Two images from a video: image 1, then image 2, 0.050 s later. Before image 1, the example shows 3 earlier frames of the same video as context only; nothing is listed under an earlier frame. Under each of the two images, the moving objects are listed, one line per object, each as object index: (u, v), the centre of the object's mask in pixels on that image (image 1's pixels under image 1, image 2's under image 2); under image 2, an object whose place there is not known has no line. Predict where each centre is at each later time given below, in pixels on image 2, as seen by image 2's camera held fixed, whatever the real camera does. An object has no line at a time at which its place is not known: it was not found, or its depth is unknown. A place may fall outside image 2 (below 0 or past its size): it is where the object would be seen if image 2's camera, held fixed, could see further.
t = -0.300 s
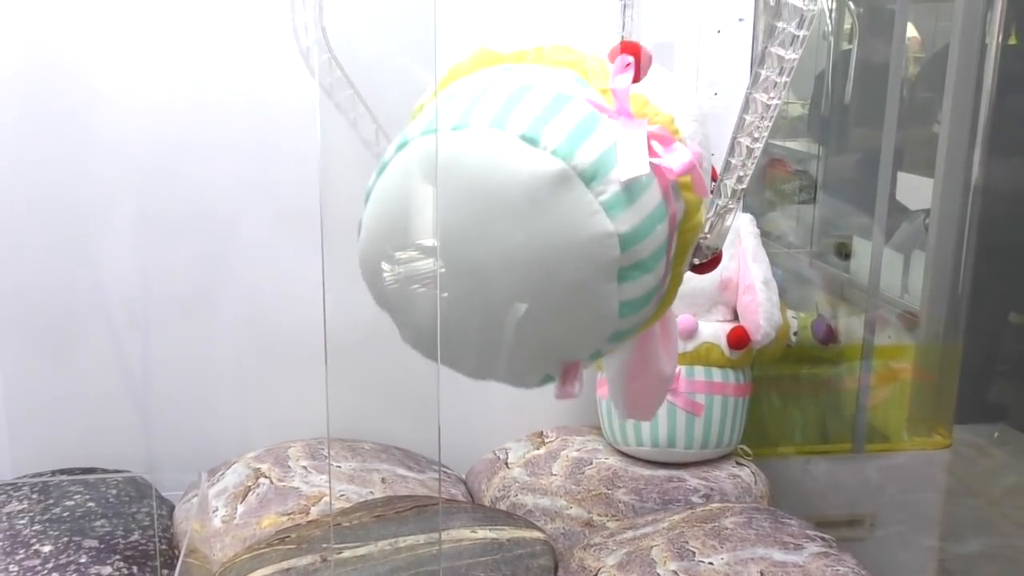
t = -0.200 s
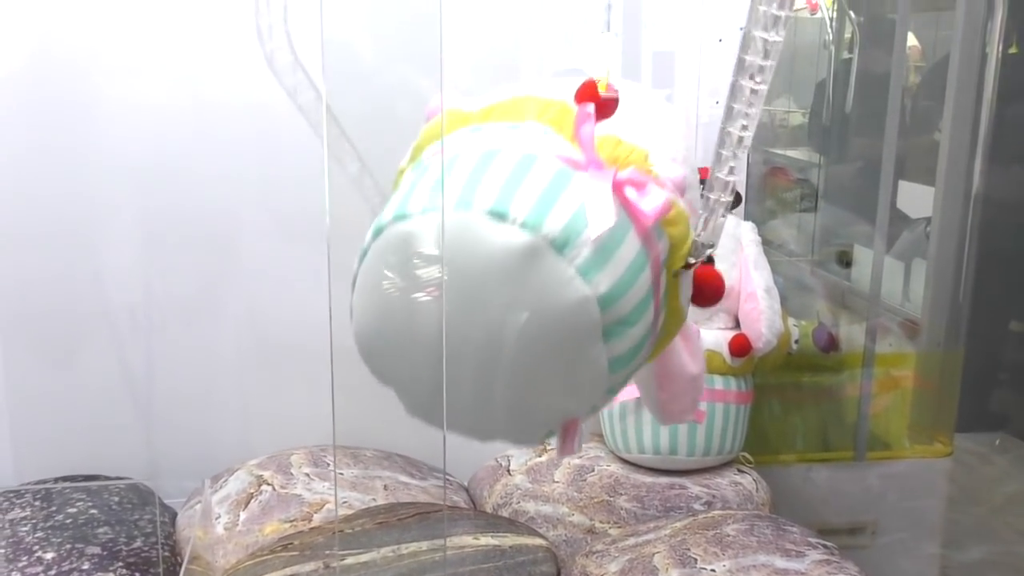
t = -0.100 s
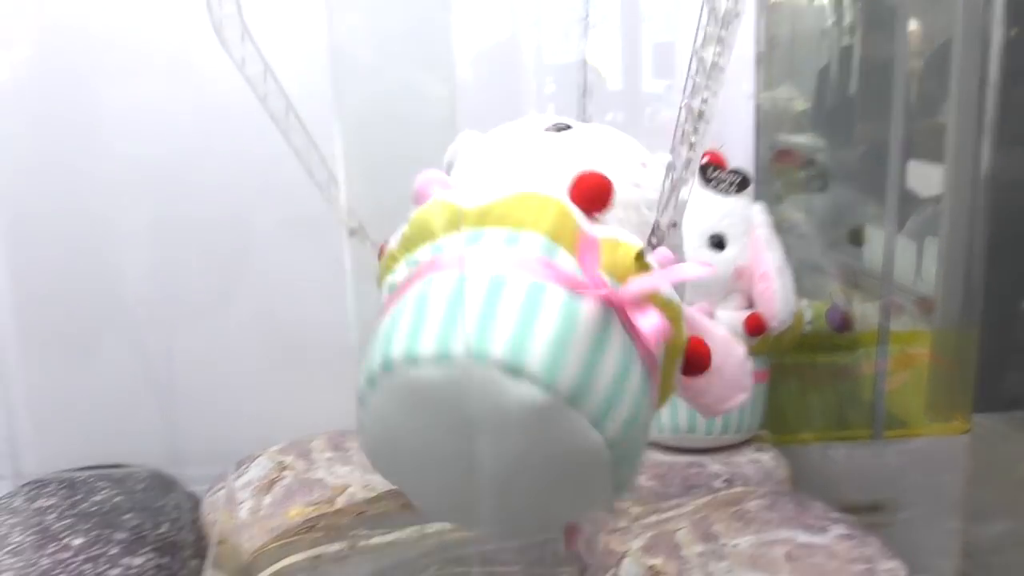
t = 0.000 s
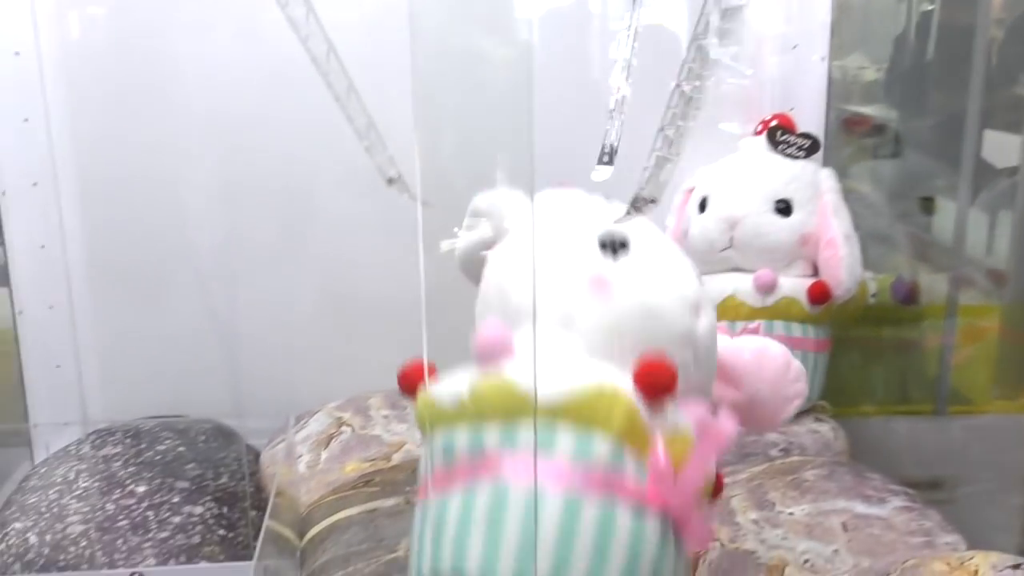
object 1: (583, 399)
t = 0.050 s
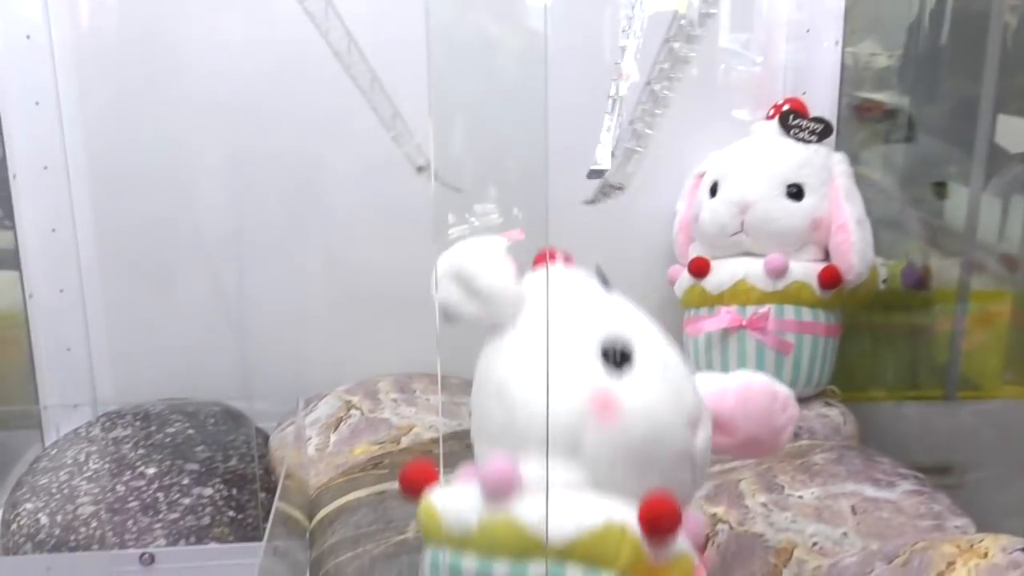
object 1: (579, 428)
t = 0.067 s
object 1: (572, 443)
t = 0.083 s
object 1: (566, 459)
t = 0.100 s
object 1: (561, 473)
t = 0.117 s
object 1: (557, 486)
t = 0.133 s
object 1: (554, 495)
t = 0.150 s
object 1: (551, 501)
